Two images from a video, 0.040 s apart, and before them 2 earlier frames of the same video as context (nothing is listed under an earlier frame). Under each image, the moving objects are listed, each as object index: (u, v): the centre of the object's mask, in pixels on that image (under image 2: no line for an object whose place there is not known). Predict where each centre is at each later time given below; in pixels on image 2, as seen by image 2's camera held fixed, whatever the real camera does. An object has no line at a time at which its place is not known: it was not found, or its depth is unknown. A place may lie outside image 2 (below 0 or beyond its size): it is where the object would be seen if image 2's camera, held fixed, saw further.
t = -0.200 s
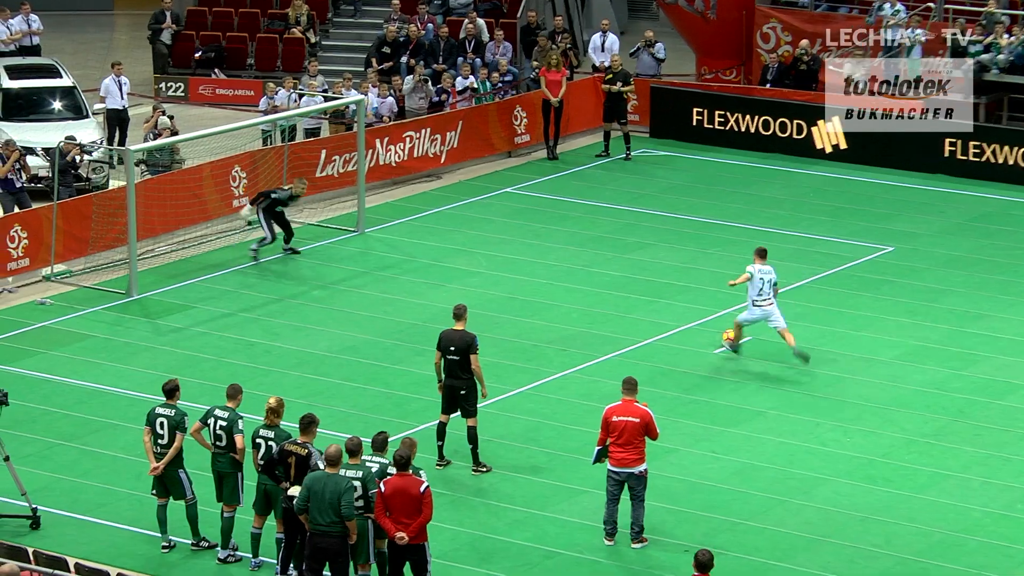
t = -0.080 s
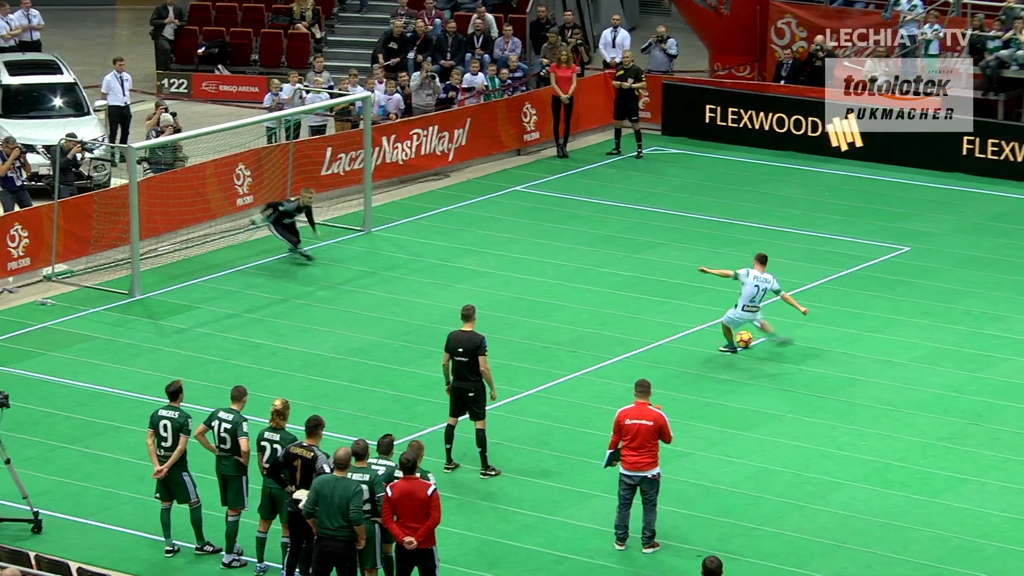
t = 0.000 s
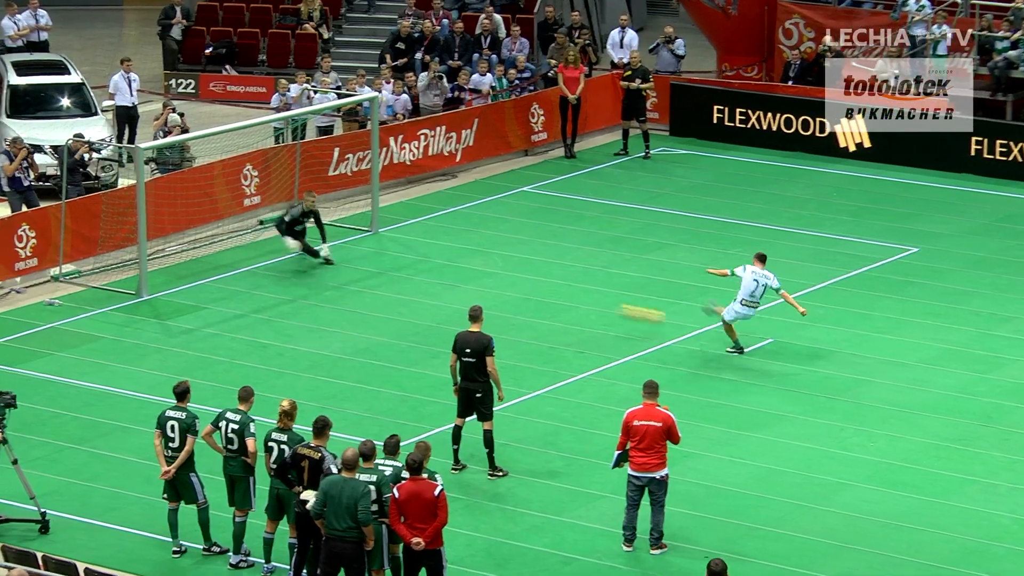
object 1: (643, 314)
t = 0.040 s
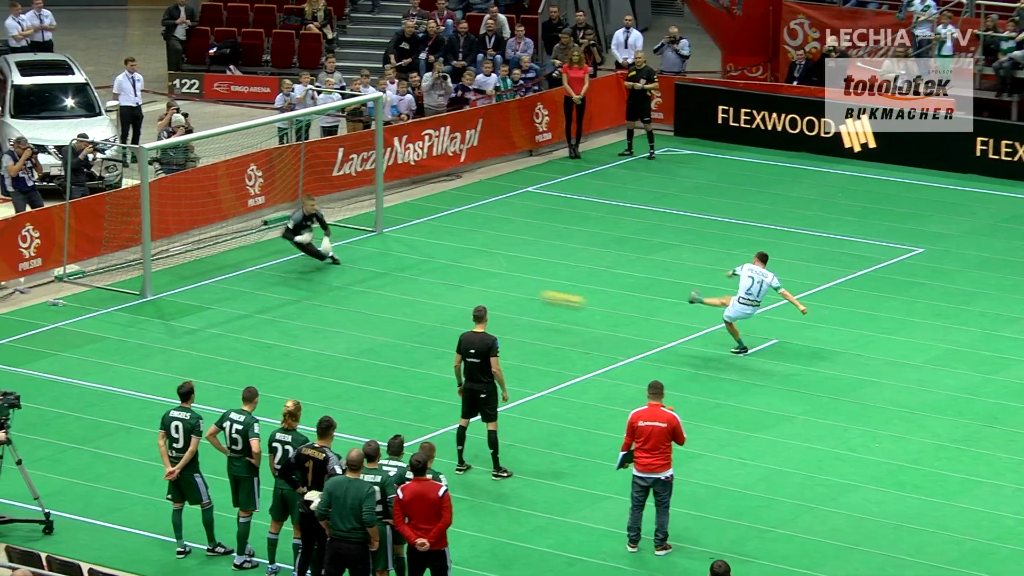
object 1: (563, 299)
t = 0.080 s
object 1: (482, 286)
